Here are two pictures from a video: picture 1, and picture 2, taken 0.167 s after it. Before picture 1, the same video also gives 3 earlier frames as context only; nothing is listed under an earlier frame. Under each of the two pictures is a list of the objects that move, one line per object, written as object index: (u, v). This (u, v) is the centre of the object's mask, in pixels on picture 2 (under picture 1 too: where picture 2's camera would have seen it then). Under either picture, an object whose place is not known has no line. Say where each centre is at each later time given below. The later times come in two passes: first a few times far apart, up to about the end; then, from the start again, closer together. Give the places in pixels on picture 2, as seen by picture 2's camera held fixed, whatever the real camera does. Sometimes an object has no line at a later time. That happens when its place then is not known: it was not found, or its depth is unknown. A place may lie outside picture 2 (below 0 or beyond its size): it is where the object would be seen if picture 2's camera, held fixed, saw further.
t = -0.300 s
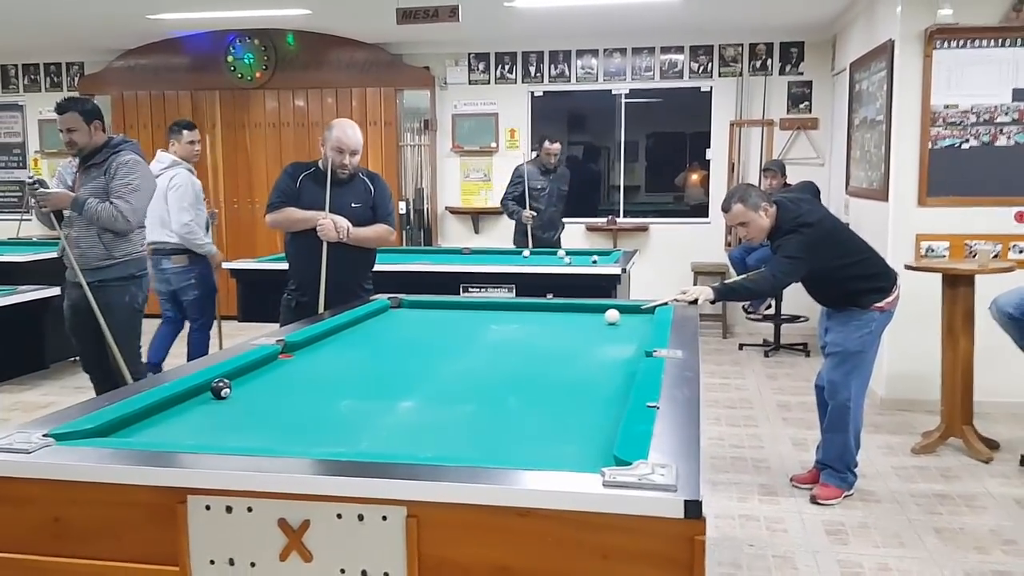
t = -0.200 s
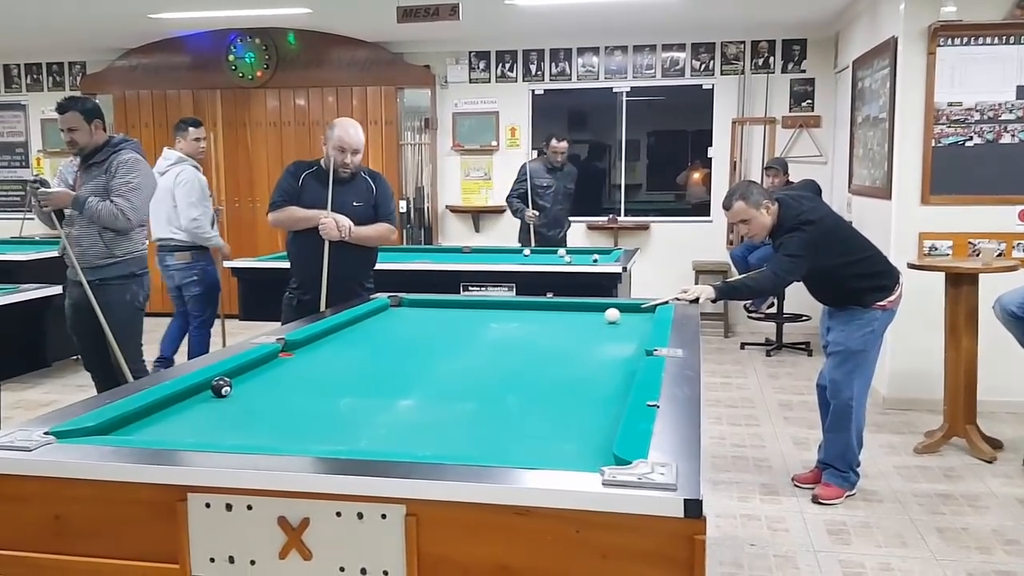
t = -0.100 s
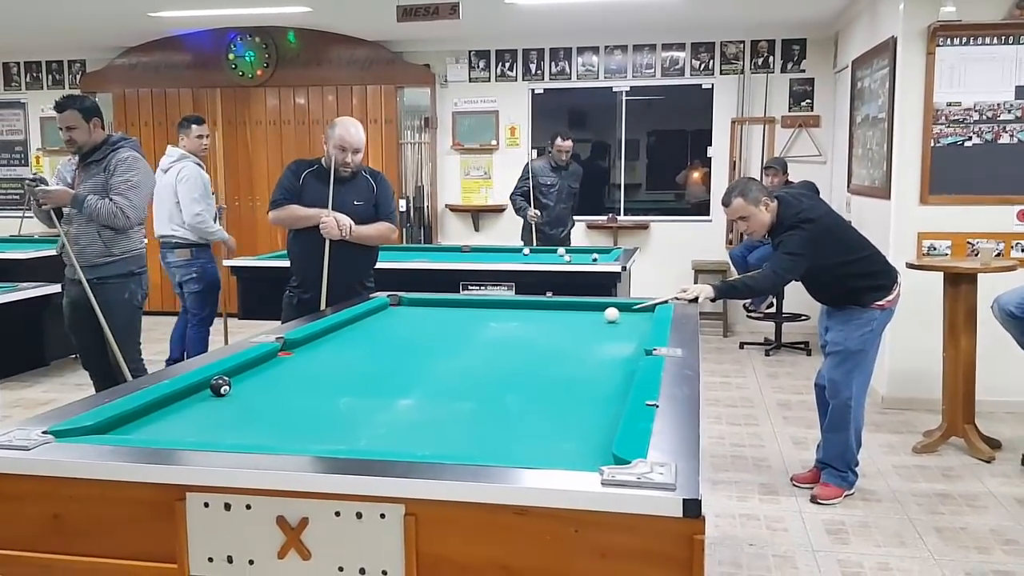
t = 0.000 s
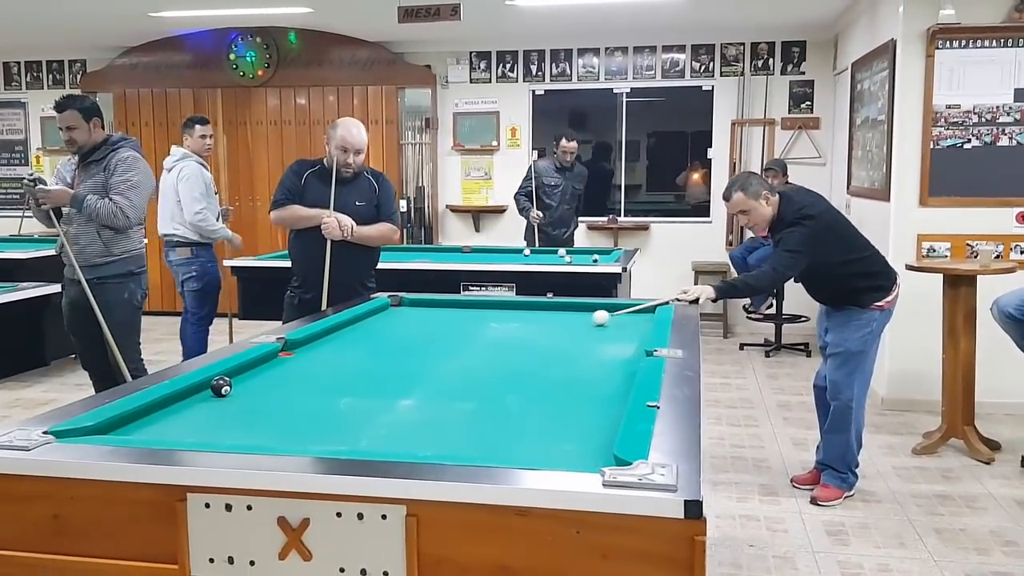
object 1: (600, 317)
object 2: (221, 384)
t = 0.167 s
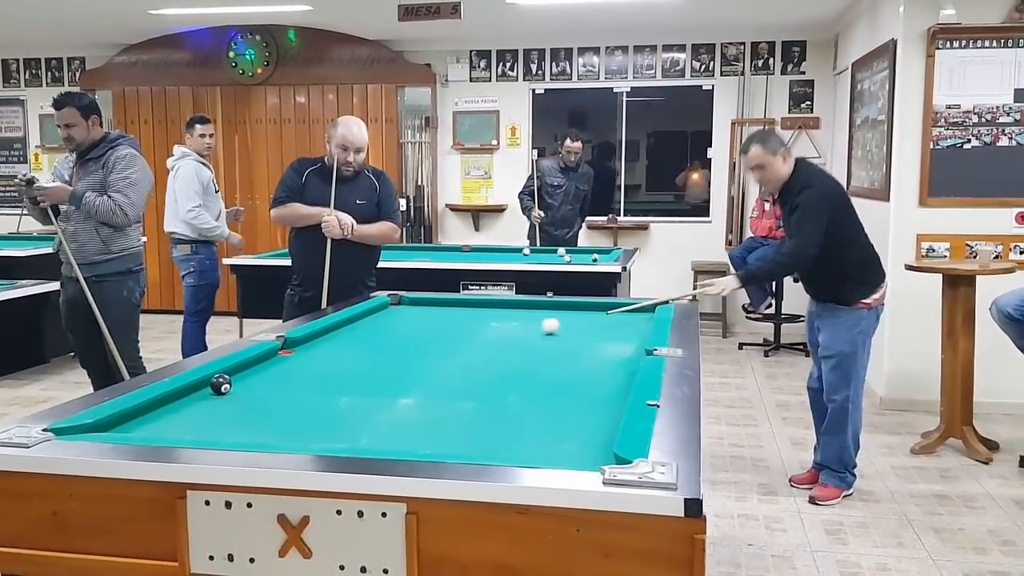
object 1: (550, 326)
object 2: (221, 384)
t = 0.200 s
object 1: (539, 328)
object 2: (221, 384)
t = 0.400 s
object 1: (470, 341)
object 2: (222, 384)
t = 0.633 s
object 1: (377, 357)
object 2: (221, 384)
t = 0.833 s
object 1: (281, 375)
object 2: (221, 383)
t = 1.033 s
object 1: (216, 394)
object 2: (228, 385)
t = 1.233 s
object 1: (157, 417)
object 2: (261, 394)
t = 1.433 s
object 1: (119, 424)
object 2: (298, 401)
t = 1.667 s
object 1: (140, 411)
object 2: (341, 409)
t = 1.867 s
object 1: (170, 400)
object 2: (380, 416)
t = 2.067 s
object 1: (197, 390)
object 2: (419, 423)
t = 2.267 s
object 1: (220, 382)
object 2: (458, 431)
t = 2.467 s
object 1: (240, 376)
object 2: (497, 439)
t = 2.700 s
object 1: (260, 368)
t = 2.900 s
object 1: (276, 363)
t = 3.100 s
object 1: (289, 359)
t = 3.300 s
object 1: (302, 354)
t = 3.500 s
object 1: (312, 351)
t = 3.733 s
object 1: (322, 347)
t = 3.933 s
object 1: (329, 344)
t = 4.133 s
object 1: (336, 342)
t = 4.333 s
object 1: (341, 340)
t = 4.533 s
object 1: (347, 337)
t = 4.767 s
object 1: (351, 336)
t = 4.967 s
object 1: (354, 335)
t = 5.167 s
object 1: (357, 334)
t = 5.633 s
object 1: (359, 332)
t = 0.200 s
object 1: (539, 328)
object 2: (221, 384)
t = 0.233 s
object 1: (529, 329)
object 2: (221, 384)
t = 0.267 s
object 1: (518, 332)
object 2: (221, 384)
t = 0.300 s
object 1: (506, 334)
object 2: (221, 384)
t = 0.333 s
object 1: (494, 336)
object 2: (222, 384)
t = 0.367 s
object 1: (482, 338)
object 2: (222, 384)
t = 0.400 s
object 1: (470, 341)
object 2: (222, 384)
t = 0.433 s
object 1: (458, 343)
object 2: (222, 384)
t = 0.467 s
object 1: (445, 345)
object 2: (222, 384)
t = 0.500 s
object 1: (432, 348)
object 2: (222, 384)
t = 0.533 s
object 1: (419, 350)
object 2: (221, 384)
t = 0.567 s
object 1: (405, 352)
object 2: (221, 384)
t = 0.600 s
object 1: (391, 355)
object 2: (221, 384)
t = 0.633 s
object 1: (377, 357)
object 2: (221, 384)
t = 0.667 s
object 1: (362, 360)
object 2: (221, 384)
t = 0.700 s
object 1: (347, 363)
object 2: (221, 383)
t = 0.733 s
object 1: (331, 365)
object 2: (220, 383)
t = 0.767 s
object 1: (315, 368)
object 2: (221, 383)
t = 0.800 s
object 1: (298, 371)
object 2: (221, 383)
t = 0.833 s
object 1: (281, 375)
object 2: (221, 383)
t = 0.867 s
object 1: (263, 378)
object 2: (221, 383)
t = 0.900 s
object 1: (245, 382)
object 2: (220, 383)
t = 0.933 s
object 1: (238, 385)
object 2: (204, 385)
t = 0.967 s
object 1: (231, 388)
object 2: (209, 385)
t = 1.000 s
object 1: (224, 391)
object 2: (212, 383)
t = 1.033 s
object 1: (216, 394)
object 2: (228, 385)
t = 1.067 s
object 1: (207, 398)
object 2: (230, 389)
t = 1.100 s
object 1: (197, 402)
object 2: (236, 390)
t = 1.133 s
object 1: (188, 406)
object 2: (243, 391)
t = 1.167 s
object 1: (178, 409)
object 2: (249, 392)
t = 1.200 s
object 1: (167, 413)
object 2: (255, 393)
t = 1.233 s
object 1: (157, 417)
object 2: (261, 394)
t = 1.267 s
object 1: (146, 421)
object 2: (267, 395)
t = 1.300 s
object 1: (135, 422)
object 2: (274, 397)
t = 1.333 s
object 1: (124, 425)
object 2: (280, 398)
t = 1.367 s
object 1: (112, 427)
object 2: (285, 399)
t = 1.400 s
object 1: (115, 426)
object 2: (292, 400)
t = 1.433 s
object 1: (119, 424)
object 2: (298, 401)
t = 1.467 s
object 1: (123, 423)
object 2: (304, 402)
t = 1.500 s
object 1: (126, 421)
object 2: (310, 403)
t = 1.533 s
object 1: (129, 420)
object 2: (316, 405)
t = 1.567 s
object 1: (132, 418)
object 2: (322, 406)
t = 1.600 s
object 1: (133, 415)
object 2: (328, 407)
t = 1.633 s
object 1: (137, 413)
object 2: (334, 408)
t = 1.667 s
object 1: (140, 411)
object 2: (341, 409)
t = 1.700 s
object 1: (143, 409)
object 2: (347, 410)
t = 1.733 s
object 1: (148, 407)
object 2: (354, 412)
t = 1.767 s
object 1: (154, 405)
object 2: (360, 413)
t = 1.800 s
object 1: (159, 403)
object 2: (367, 414)
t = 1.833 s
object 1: (164, 402)
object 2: (374, 415)
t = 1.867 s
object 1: (170, 400)
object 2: (380, 416)
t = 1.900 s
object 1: (175, 398)
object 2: (387, 417)
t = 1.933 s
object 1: (180, 396)
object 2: (393, 418)
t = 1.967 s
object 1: (184, 395)
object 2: (400, 420)
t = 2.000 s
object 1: (189, 393)
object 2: (407, 421)
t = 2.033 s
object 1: (193, 392)
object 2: (413, 423)
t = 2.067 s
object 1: (197, 390)
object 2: (419, 423)
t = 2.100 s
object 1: (201, 389)
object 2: (426, 425)
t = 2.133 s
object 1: (205, 387)
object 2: (432, 426)
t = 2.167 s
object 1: (209, 386)
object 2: (438, 427)
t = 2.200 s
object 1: (213, 385)
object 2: (445, 429)
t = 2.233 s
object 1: (216, 384)
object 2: (451, 429)
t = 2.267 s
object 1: (220, 382)
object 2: (458, 431)
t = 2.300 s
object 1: (223, 381)
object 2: (465, 432)
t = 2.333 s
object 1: (227, 380)
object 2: (472, 434)
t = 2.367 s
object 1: (230, 379)
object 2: (478, 435)
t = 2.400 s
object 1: (233, 378)
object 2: (484, 436)
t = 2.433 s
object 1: (237, 377)
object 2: (491, 437)
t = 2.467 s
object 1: (240, 376)
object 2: (497, 439)
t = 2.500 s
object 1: (243, 375)
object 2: (504, 440)
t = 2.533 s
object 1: (246, 373)
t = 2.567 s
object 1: (249, 372)
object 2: (516, 442)
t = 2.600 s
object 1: (252, 371)
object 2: (523, 443)
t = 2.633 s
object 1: (254, 370)
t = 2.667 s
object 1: (257, 369)
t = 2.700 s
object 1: (260, 368)
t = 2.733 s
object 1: (263, 367)
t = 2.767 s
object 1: (266, 367)
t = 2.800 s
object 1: (268, 366)
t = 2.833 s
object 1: (271, 365)
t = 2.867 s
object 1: (273, 364)
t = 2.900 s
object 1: (276, 363)
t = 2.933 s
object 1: (278, 362)
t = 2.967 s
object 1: (281, 362)
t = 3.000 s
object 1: (283, 361)
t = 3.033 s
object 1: (285, 360)
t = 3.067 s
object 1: (287, 359)
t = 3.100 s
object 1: (289, 359)
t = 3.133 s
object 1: (291, 358)
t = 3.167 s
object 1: (293, 357)
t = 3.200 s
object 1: (295, 357)
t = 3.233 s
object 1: (298, 356)
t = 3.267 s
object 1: (300, 355)
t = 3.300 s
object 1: (302, 354)
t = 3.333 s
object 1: (303, 354)
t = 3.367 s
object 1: (305, 353)
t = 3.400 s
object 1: (307, 352)
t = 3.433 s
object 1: (309, 352)
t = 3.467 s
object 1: (311, 351)
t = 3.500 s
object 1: (312, 351)
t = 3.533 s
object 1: (314, 350)
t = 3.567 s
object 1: (315, 349)
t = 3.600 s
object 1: (317, 349)
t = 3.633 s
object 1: (318, 348)
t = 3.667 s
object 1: (319, 348)
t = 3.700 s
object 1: (321, 347)
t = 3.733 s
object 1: (322, 347)
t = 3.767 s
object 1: (323, 346)
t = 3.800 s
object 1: (324, 346)
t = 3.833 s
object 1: (326, 345)
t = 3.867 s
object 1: (327, 345)
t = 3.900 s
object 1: (328, 345)
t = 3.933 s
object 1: (329, 344)
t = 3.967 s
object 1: (330, 344)
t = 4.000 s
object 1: (331, 343)
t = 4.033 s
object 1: (332, 343)
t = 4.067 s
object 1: (333, 342)
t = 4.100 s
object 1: (335, 342)
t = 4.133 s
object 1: (336, 342)
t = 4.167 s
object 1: (336, 341)
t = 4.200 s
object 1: (338, 341)
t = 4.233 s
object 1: (339, 340)
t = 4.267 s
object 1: (340, 340)
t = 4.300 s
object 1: (341, 340)
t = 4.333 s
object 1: (341, 340)
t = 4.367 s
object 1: (342, 339)
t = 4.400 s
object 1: (343, 339)
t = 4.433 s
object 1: (344, 339)
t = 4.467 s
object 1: (345, 338)
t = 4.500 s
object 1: (346, 338)
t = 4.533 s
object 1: (347, 337)
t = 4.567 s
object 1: (347, 337)
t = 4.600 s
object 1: (348, 337)
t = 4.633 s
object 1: (349, 337)
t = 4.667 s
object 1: (349, 337)
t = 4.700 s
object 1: (350, 336)
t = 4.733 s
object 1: (351, 336)
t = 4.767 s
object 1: (351, 336)
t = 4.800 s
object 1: (352, 336)
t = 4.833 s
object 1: (352, 336)
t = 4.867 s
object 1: (353, 335)
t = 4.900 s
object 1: (353, 335)
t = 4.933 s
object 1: (354, 335)
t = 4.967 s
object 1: (354, 335)
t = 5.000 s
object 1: (355, 335)
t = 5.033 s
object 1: (355, 334)
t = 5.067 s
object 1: (355, 334)
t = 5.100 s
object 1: (356, 334)
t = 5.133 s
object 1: (356, 334)
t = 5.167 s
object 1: (357, 334)
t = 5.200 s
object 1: (357, 334)
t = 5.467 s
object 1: (359, 333)
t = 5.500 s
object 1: (359, 333)
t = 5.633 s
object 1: (359, 332)
